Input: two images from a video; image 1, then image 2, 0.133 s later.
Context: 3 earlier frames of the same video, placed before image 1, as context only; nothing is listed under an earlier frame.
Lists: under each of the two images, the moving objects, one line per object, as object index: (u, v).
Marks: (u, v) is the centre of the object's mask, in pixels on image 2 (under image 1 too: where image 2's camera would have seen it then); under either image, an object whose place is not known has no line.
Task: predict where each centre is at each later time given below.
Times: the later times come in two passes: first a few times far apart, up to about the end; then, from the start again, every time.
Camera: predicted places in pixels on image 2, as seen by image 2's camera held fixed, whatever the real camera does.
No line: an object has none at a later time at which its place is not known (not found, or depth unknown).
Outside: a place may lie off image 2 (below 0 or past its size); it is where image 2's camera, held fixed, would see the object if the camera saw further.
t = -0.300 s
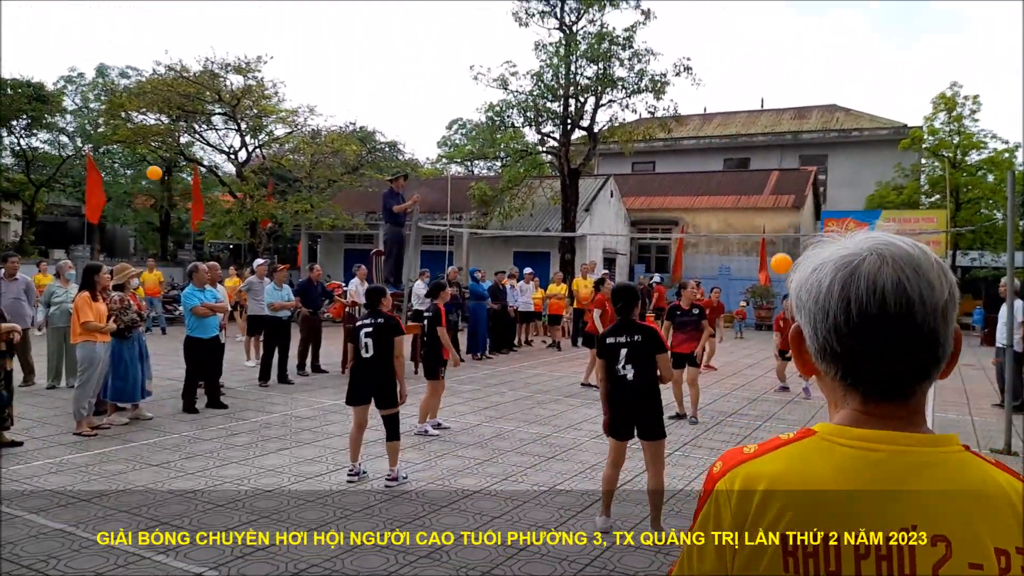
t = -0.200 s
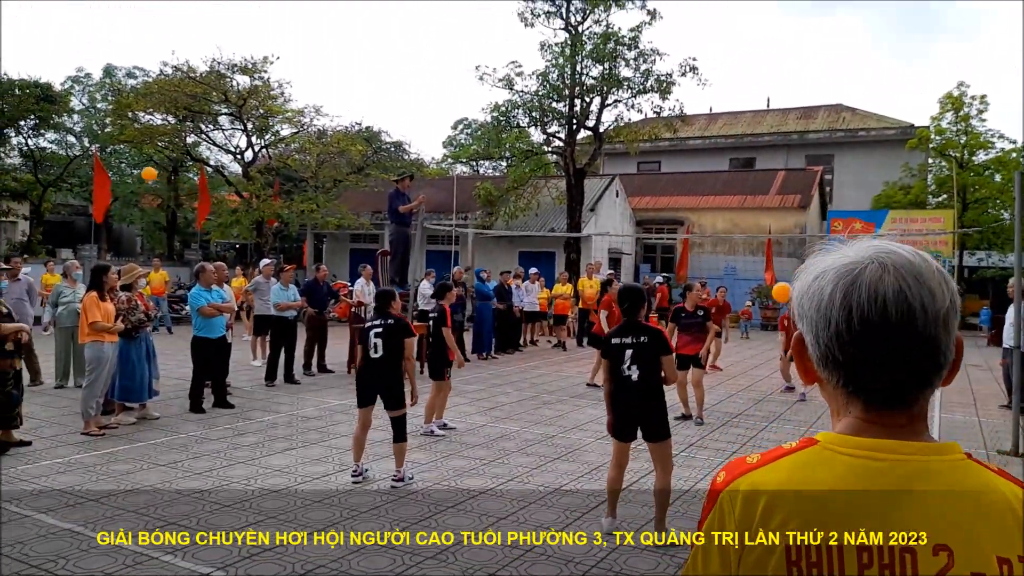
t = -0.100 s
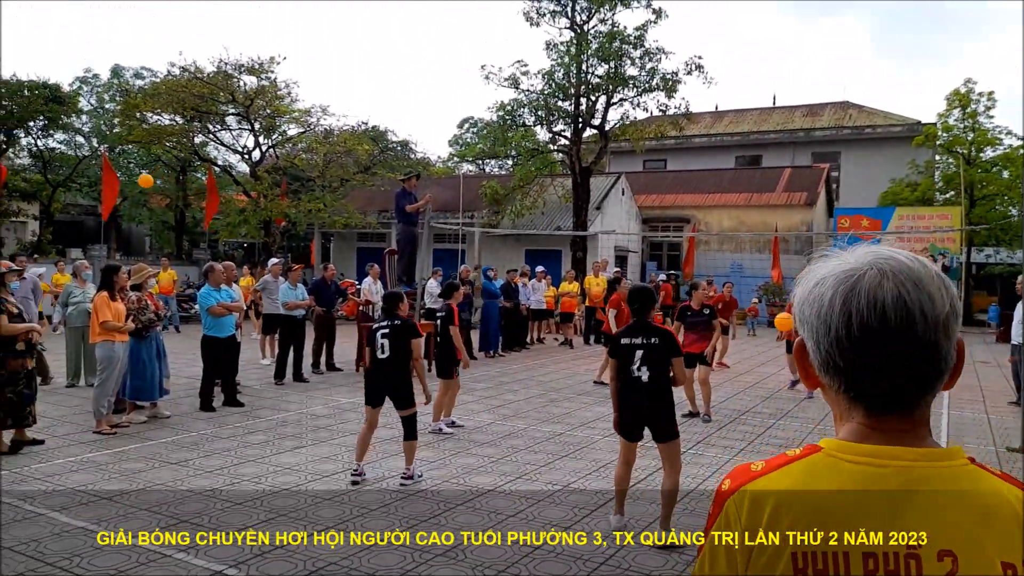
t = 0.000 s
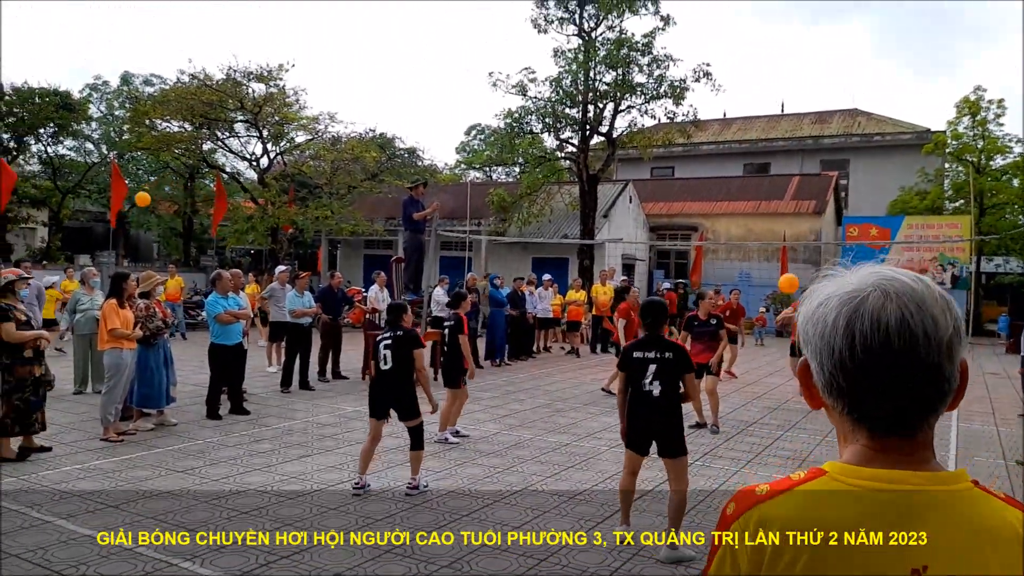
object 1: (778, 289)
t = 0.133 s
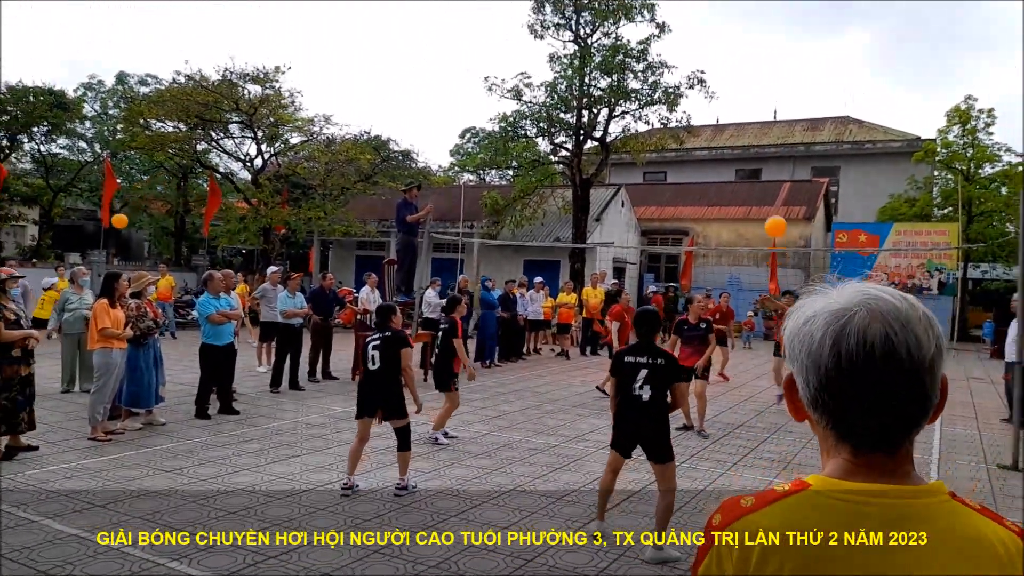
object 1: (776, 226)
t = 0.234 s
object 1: (775, 187)
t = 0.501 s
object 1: (772, 110)
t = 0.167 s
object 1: (775, 213)
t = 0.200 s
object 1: (775, 199)
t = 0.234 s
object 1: (775, 187)
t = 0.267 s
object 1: (774, 175)
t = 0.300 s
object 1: (773, 164)
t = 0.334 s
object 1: (772, 154)
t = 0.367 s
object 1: (772, 143)
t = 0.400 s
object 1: (774, 133)
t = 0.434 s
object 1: (773, 125)
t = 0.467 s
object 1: (771, 117)
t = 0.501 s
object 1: (772, 110)
